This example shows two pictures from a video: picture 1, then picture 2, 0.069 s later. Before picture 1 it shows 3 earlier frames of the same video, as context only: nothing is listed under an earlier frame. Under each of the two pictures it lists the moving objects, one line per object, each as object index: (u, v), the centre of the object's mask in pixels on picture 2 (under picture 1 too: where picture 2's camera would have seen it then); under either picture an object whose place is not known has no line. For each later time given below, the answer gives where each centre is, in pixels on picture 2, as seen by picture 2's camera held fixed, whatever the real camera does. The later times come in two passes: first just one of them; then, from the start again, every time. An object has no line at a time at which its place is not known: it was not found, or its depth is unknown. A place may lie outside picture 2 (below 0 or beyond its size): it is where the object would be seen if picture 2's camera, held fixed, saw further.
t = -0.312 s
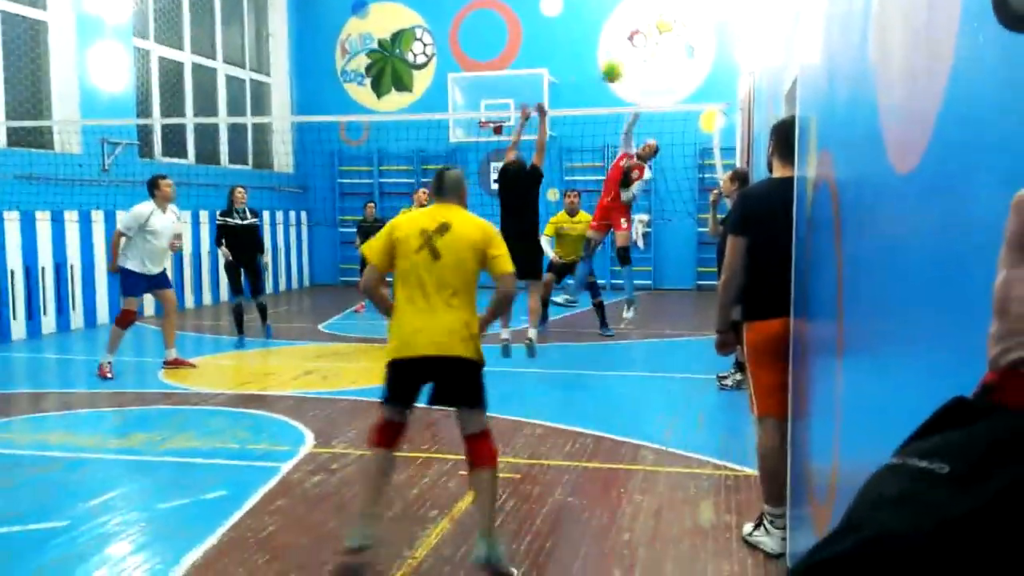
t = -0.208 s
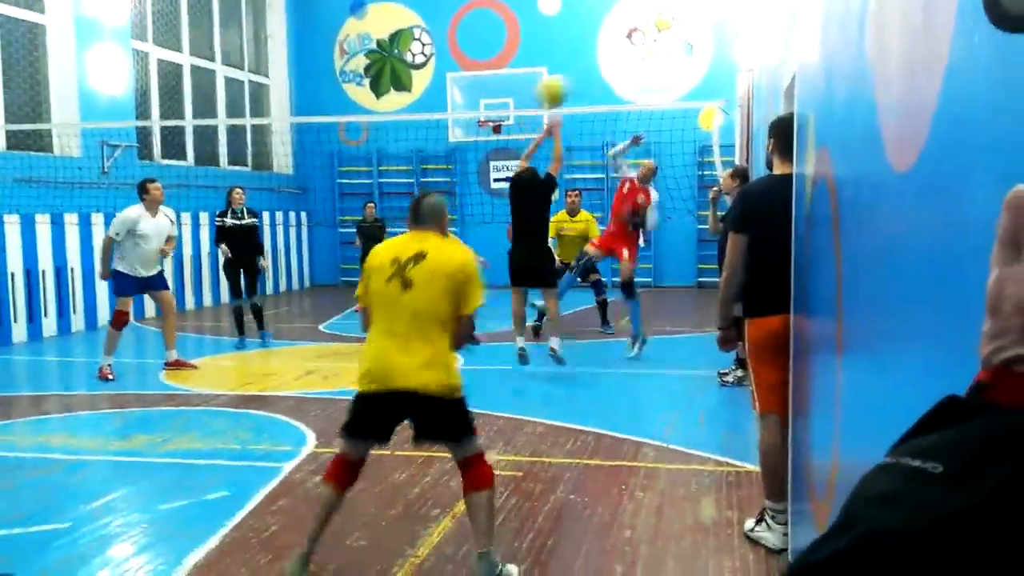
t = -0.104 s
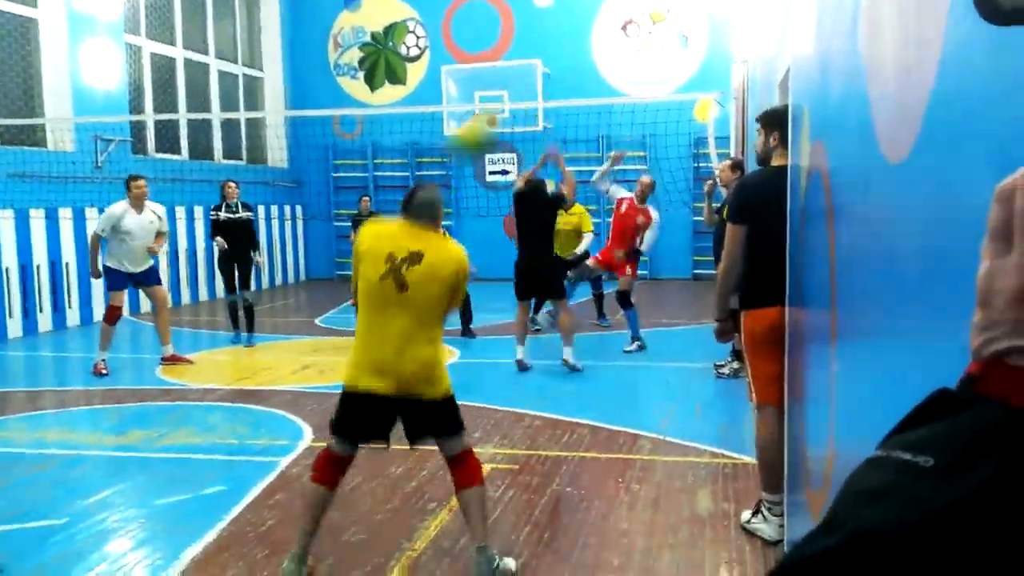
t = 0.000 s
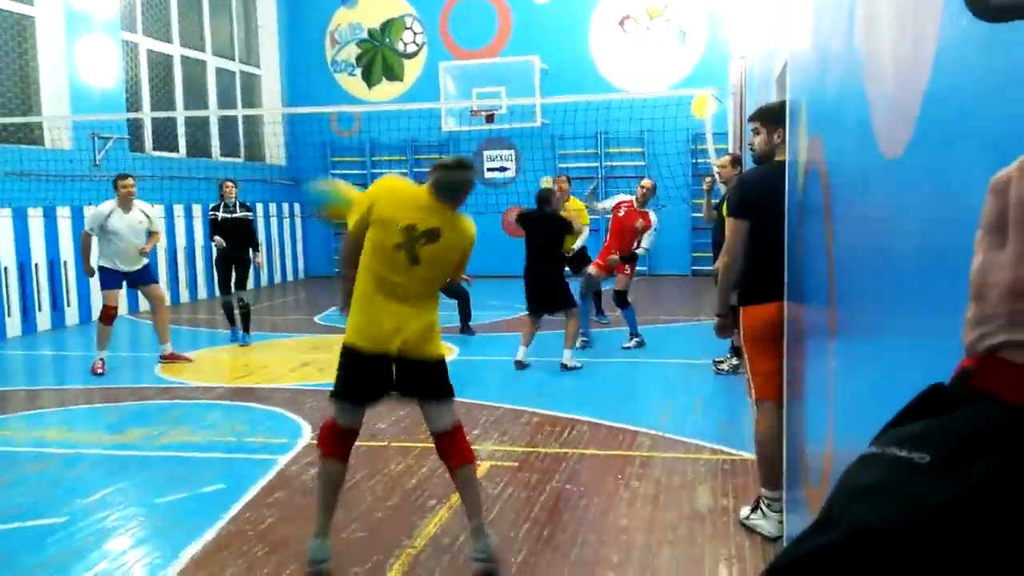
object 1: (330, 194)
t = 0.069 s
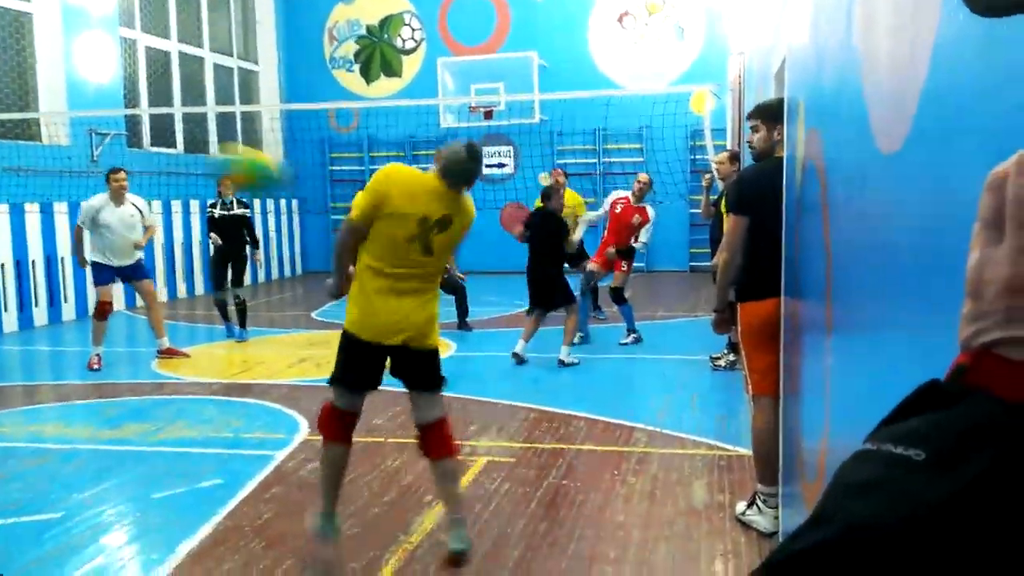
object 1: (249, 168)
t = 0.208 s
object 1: (68, 142)
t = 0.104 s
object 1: (206, 158)
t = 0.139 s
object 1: (157, 147)
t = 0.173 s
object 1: (113, 142)
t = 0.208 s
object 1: (68, 142)
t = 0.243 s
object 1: (26, 141)
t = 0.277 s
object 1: (9, 138)
